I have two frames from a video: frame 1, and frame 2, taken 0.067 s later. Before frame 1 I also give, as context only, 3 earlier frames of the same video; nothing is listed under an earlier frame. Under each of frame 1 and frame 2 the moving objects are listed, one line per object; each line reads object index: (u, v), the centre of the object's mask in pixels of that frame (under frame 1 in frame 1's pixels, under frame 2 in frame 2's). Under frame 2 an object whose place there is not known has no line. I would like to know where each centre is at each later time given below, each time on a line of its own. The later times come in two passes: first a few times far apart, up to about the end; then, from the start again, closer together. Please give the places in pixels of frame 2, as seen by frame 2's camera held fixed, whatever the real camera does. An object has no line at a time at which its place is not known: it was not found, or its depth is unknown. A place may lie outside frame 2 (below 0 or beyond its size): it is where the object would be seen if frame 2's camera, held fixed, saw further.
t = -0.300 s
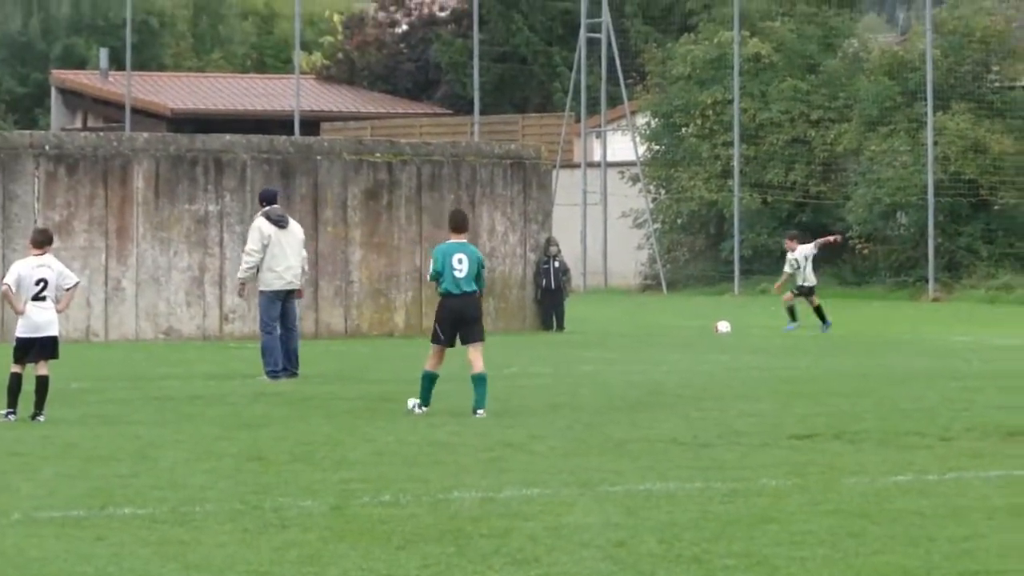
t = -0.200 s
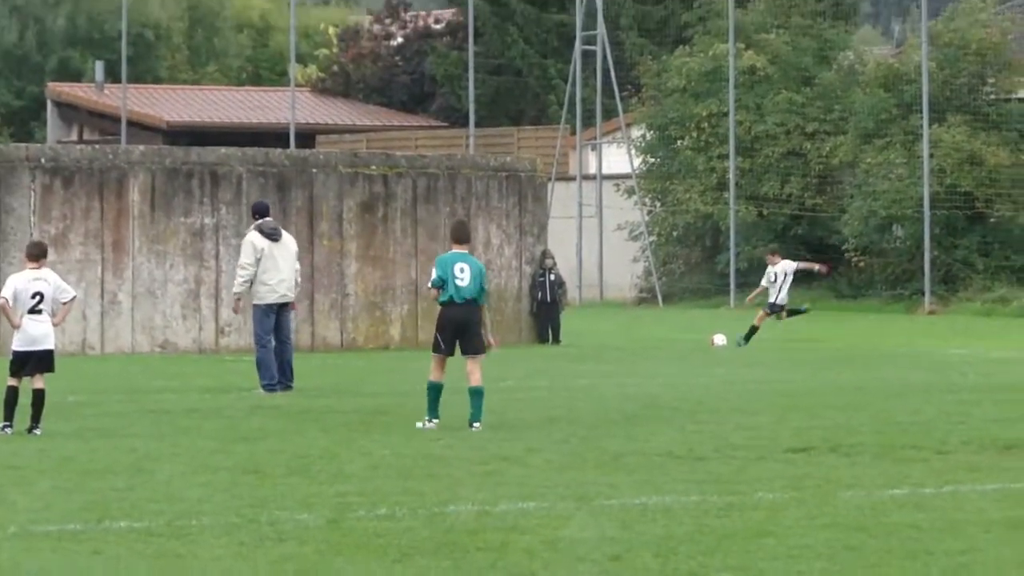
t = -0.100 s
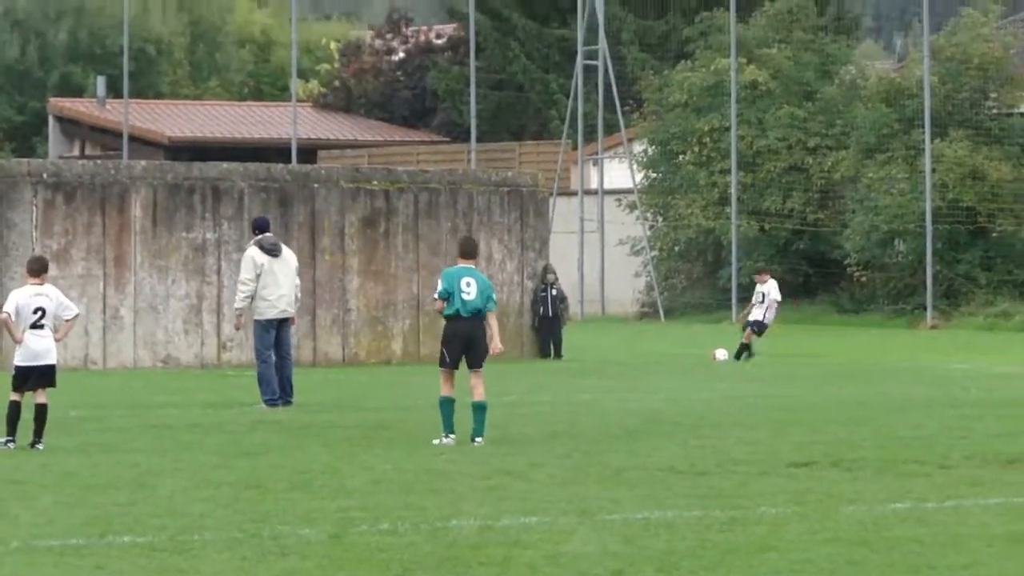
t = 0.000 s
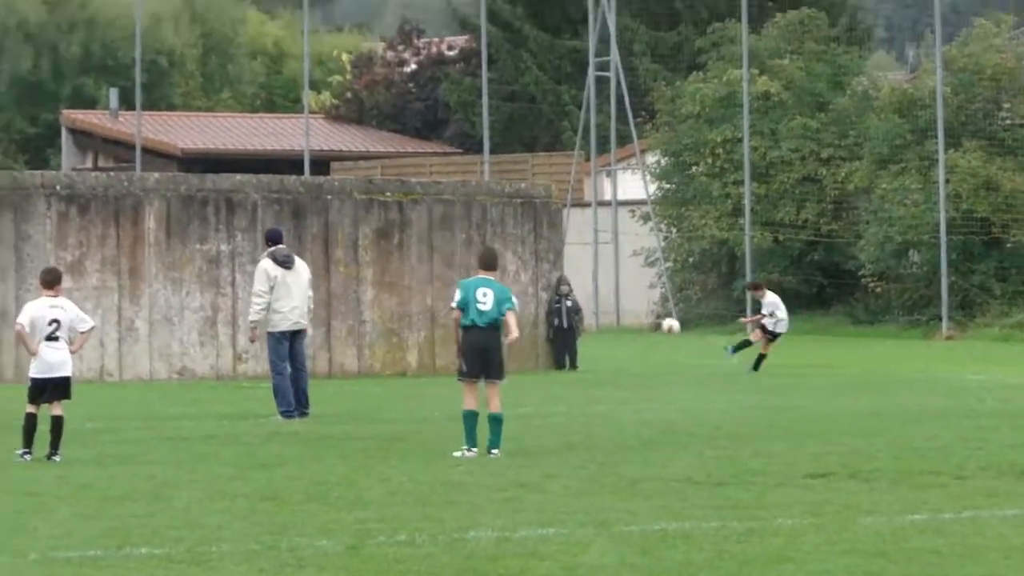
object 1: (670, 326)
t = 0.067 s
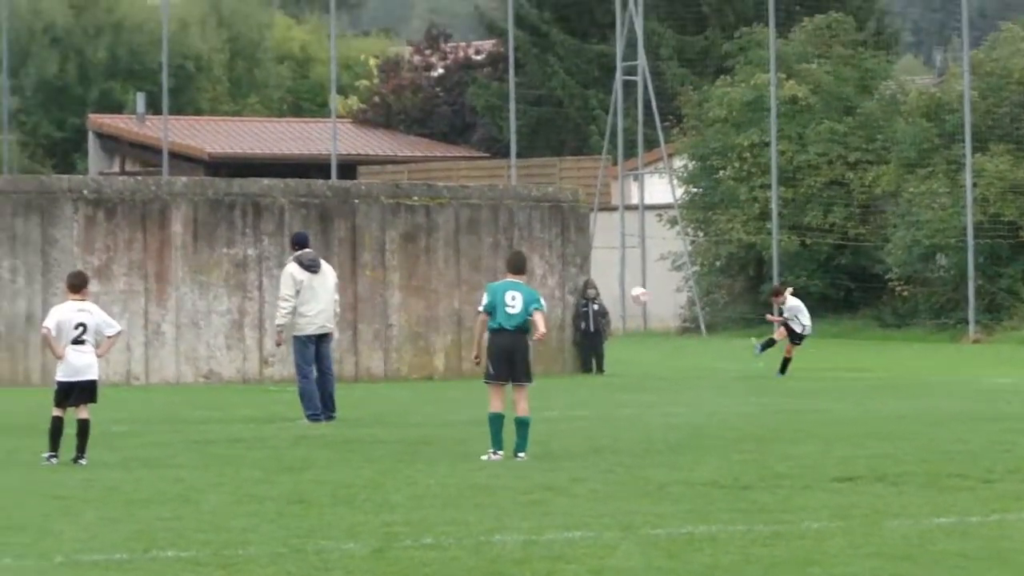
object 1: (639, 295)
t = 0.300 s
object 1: (445, 196)
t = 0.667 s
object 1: (142, 108)
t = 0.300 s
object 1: (445, 196)
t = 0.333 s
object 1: (417, 184)
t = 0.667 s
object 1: (142, 108)
